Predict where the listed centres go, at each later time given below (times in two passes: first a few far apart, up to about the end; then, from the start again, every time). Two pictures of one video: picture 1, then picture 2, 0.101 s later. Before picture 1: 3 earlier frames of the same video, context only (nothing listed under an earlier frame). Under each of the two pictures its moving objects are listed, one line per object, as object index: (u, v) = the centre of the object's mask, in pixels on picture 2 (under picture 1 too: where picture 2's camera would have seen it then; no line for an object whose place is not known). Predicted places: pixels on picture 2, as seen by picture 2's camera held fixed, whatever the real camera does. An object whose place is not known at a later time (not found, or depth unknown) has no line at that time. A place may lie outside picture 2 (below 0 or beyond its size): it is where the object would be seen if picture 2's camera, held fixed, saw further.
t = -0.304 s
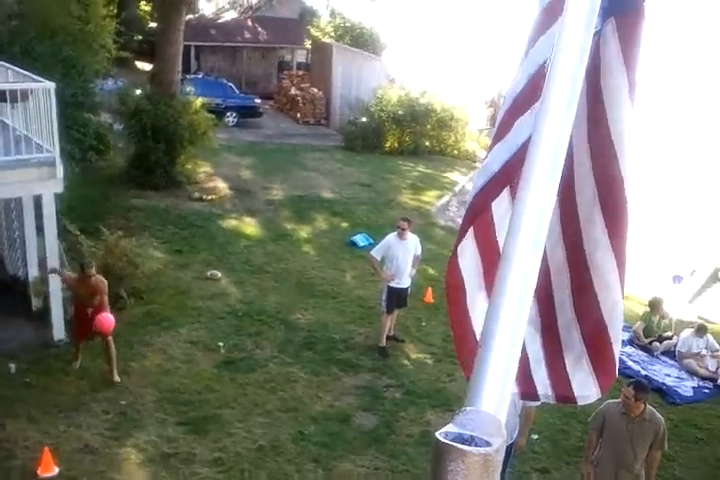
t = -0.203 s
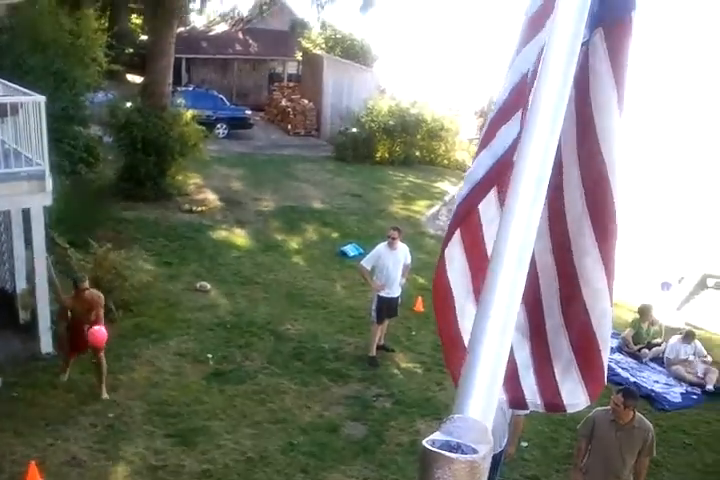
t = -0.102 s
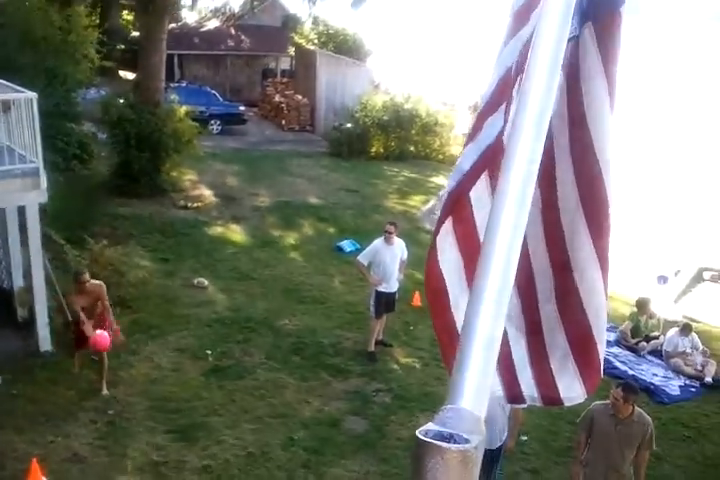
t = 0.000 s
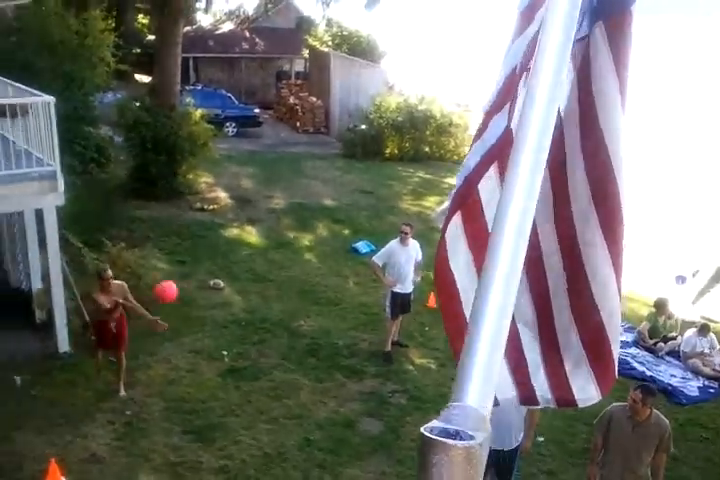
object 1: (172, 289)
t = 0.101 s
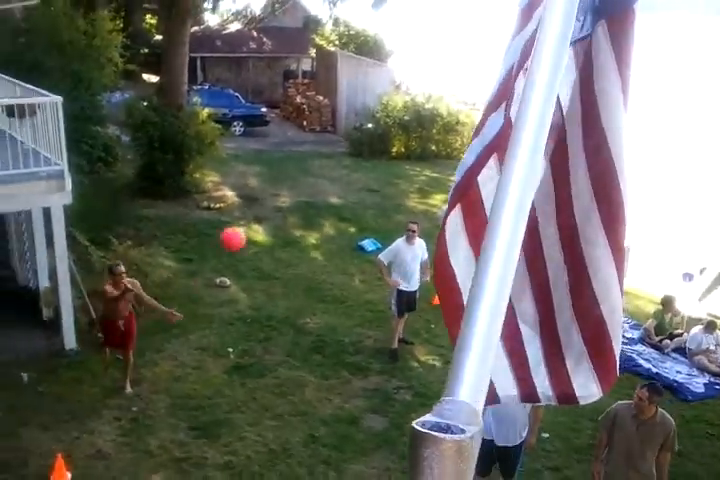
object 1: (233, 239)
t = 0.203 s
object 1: (305, 188)
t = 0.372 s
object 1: (460, 101)
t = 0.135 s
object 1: (256, 222)
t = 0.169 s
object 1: (280, 205)
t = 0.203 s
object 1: (305, 188)
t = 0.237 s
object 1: (332, 171)
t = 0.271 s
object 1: (361, 156)
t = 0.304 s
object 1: (394, 138)
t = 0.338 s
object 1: (431, 120)
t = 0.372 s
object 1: (460, 101)
